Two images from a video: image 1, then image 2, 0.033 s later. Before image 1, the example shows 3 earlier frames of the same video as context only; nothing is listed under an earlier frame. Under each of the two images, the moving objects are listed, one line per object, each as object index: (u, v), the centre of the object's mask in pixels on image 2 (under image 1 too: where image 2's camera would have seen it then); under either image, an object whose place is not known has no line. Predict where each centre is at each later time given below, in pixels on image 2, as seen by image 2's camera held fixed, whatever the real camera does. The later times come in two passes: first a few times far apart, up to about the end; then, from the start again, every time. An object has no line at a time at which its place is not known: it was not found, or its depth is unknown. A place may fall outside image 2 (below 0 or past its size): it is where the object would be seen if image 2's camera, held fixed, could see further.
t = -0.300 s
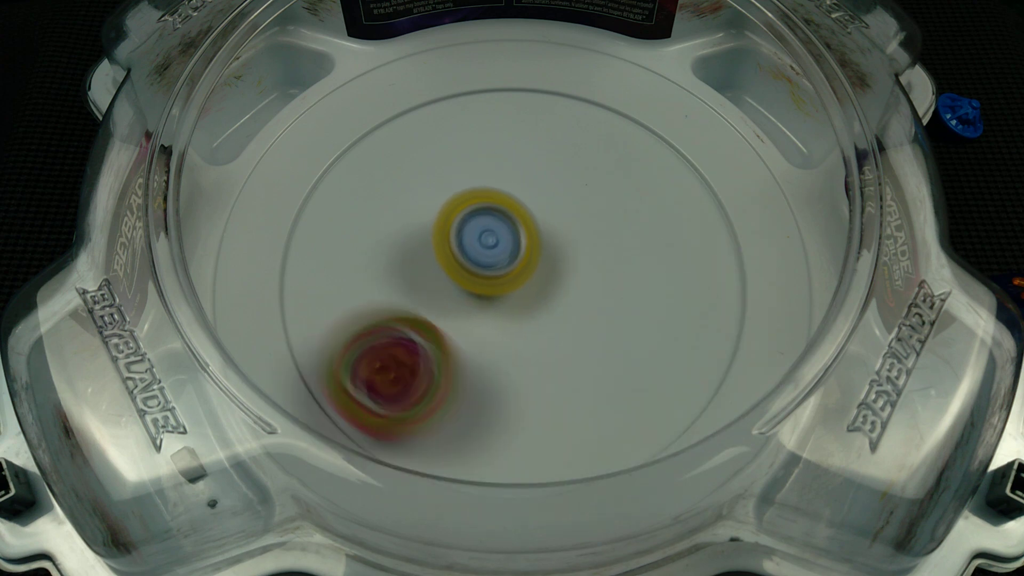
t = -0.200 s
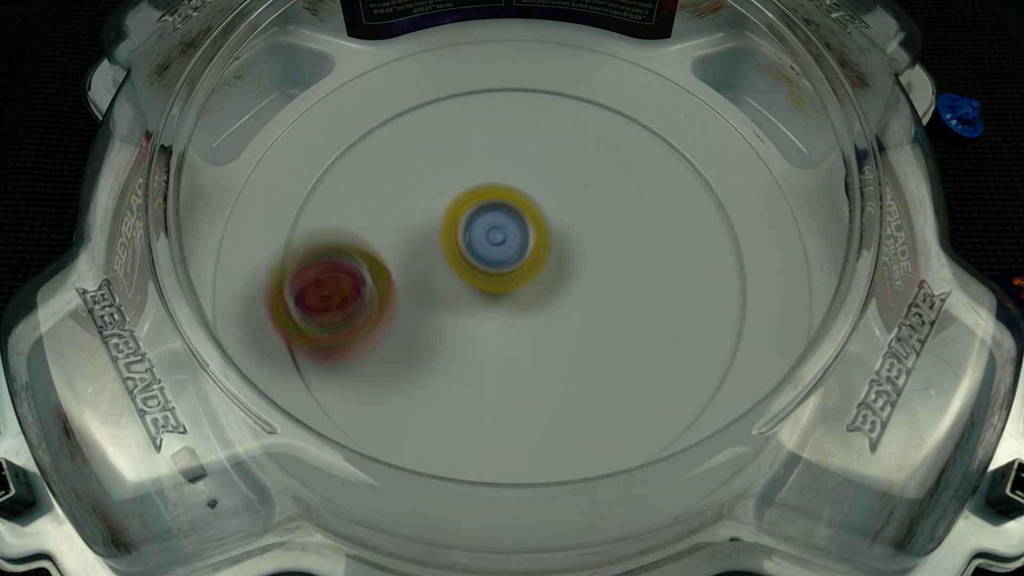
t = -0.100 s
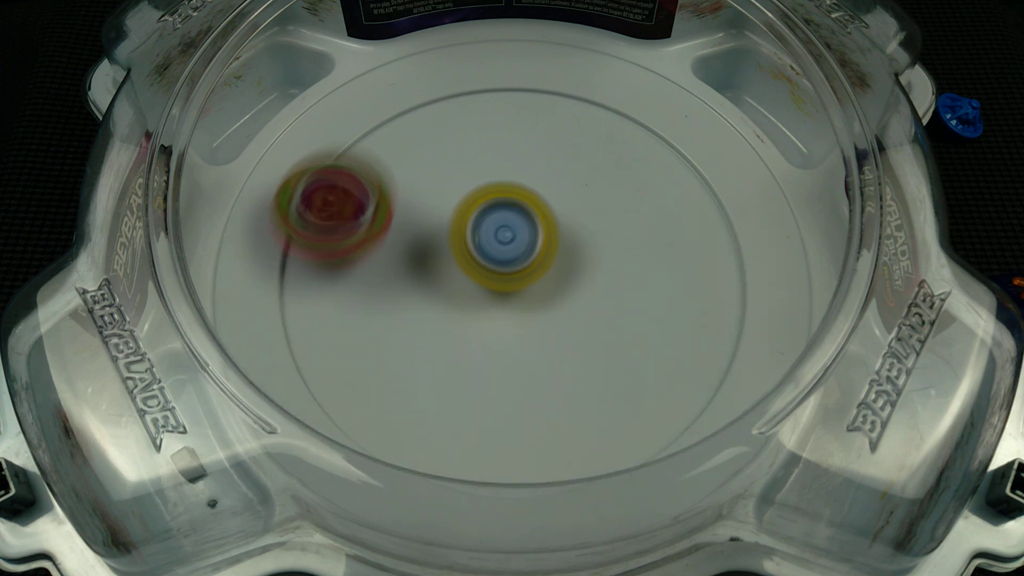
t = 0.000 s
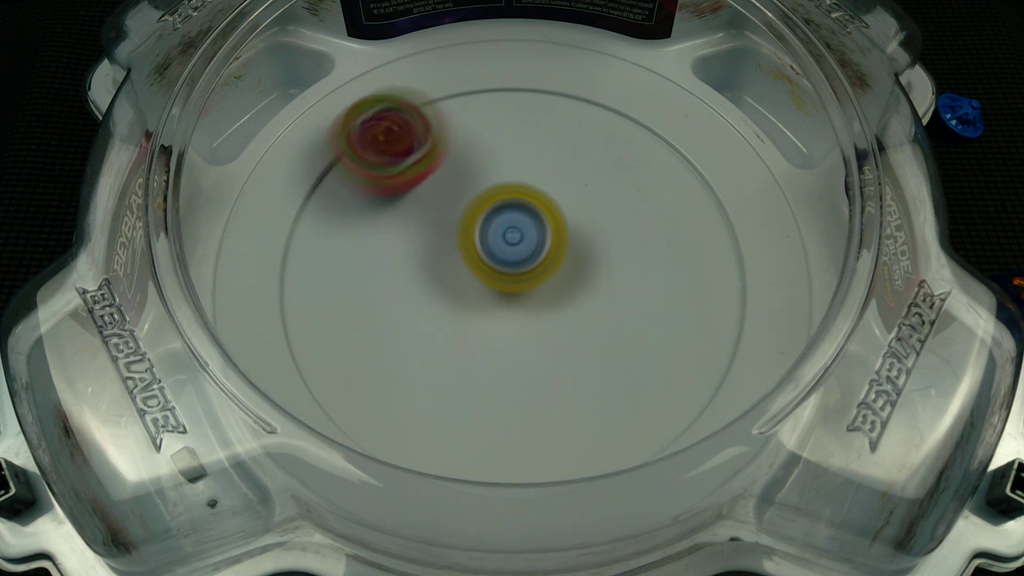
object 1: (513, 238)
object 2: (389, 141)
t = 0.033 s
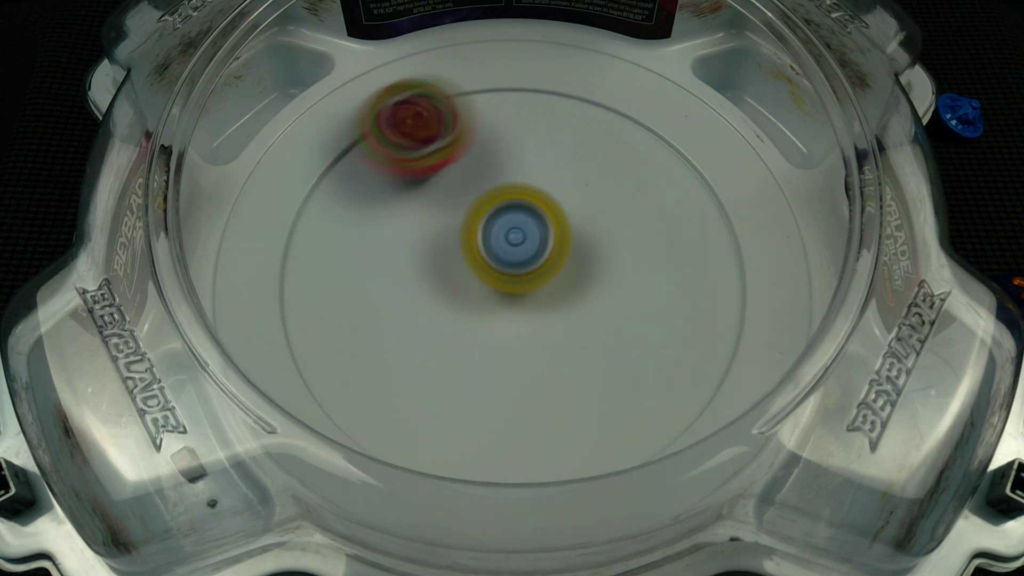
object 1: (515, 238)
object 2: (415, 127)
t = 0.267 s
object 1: (530, 250)
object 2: (610, 156)
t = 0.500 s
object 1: (533, 268)
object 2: (646, 329)
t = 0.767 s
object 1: (517, 286)
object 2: (413, 382)
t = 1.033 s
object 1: (492, 286)
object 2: (388, 175)
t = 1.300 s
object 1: (475, 271)
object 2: (598, 154)
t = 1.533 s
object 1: (479, 253)
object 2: (650, 308)
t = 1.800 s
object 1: (499, 238)
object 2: (427, 371)
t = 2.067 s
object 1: (522, 242)
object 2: (390, 181)
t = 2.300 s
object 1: (533, 257)
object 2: (561, 150)
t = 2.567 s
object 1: (483, 352)
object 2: (703, 254)
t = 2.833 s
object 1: (450, 401)
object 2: (580, 365)
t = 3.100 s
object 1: (330, 325)
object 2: (489, 211)
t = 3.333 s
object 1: (381, 216)
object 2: (562, 130)
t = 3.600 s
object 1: (471, 172)
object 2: (569, 263)
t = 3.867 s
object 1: (488, 207)
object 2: (386, 293)
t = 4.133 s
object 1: (495, 223)
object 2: (382, 184)
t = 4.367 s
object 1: (537, 265)
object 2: (458, 176)
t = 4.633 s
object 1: (537, 320)
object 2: (473, 227)
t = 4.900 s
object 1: (500, 334)
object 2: (444, 226)
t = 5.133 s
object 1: (494, 355)
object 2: (465, 153)
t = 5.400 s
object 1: (516, 333)
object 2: (544, 233)
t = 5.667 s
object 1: (515, 361)
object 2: (507, 227)
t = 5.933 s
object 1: (524, 333)
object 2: (468, 232)
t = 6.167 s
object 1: (535, 316)
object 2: (467, 214)
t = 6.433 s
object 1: (563, 307)
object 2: (481, 221)
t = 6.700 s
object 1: (576, 324)
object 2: (483, 220)
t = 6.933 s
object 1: (563, 320)
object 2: (482, 231)
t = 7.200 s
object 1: (547, 299)
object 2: (466, 212)
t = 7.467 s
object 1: (575, 275)
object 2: (456, 225)
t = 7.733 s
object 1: (578, 273)
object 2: (438, 255)
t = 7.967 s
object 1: (554, 277)
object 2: (422, 262)
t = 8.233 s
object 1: (567, 275)
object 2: (439, 257)
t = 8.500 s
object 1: (578, 269)
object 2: (445, 251)
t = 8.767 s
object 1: (560, 276)
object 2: (438, 232)
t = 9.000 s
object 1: (550, 273)
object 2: (445, 219)
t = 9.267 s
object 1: (557, 278)
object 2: (449, 218)
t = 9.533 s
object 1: (550, 269)
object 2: (449, 213)
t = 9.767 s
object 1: (601, 277)
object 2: (453, 224)
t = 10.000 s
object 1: (584, 276)
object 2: (477, 249)
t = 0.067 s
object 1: (518, 240)
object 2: (441, 118)
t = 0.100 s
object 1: (520, 241)
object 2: (470, 113)
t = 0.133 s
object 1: (523, 242)
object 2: (500, 112)
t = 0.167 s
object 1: (525, 244)
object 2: (531, 116)
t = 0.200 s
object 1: (527, 246)
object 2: (560, 126)
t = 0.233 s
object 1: (528, 248)
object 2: (586, 139)
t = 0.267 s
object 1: (530, 250)
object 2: (610, 156)
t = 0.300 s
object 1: (531, 252)
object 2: (631, 176)
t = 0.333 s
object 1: (532, 255)
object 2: (646, 198)
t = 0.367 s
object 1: (533, 257)
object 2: (655, 220)
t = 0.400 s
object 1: (534, 260)
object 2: (663, 247)
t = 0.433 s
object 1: (534, 262)
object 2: (663, 275)
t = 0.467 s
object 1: (534, 265)
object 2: (657, 303)
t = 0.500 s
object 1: (533, 268)
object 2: (646, 329)
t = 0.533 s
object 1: (532, 270)
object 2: (629, 353)
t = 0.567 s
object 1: (531, 273)
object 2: (606, 373)
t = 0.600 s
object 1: (529, 276)
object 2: (579, 389)
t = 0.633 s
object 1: (527, 278)
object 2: (550, 400)
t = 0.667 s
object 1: (525, 280)
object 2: (515, 406)
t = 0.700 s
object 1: (523, 282)
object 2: (477, 405)
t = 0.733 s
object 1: (520, 284)
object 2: (443, 397)
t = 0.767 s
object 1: (517, 286)
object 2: (413, 382)
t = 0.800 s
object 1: (514, 287)
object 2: (385, 360)
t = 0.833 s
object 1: (511, 288)
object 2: (364, 335)
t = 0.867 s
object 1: (508, 289)
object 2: (350, 306)
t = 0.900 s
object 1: (504, 289)
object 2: (345, 276)
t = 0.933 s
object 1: (501, 289)
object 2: (347, 253)
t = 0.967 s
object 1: (498, 288)
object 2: (355, 222)
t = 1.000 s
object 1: (495, 288)
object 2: (368, 197)
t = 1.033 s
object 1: (492, 286)
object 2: (388, 175)
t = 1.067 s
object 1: (489, 286)
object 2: (412, 157)
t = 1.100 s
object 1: (486, 284)
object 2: (438, 144)
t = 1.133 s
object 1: (483, 282)
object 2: (464, 135)
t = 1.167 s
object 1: (481, 281)
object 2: (492, 130)
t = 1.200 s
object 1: (479, 278)
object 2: (520, 130)
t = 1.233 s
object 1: (478, 276)
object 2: (546, 134)
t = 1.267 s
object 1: (476, 274)
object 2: (573, 142)
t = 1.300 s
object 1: (475, 271)
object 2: (598, 154)
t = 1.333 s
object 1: (475, 269)
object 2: (619, 168)
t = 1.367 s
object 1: (475, 266)
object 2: (638, 188)
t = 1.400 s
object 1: (475, 263)
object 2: (651, 209)
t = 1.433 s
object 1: (475, 260)
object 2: (658, 231)
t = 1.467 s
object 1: (476, 258)
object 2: (662, 256)
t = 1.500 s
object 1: (477, 255)
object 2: (659, 283)
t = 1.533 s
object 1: (479, 253)
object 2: (650, 308)
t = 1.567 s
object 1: (481, 250)
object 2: (634, 332)
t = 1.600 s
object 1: (482, 248)
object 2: (613, 352)
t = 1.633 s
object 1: (485, 246)
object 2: (589, 368)
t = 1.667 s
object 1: (487, 243)
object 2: (561, 381)
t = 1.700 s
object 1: (490, 242)
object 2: (526, 389)
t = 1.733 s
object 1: (493, 240)
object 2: (491, 389)
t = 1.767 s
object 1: (495, 239)
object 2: (459, 383)
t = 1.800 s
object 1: (499, 238)
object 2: (427, 371)
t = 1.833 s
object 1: (502, 238)
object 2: (400, 351)
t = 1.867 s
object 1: (505, 238)
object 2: (381, 332)
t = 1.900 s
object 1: (507, 238)
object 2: (364, 307)
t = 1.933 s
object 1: (511, 238)
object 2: (356, 278)
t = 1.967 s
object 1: (514, 239)
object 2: (356, 251)
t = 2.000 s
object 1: (516, 240)
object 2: (361, 225)
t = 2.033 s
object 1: (519, 241)
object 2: (372, 201)
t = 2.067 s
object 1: (522, 242)
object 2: (390, 181)
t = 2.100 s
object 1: (524, 244)
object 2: (407, 164)
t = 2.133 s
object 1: (527, 246)
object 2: (431, 150)
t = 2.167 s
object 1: (529, 248)
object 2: (459, 140)
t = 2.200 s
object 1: (530, 250)
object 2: (483, 136)
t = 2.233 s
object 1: (531, 252)
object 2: (511, 136)
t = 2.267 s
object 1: (532, 254)
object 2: (537, 142)
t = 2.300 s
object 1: (533, 257)
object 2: (561, 150)
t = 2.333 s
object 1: (533, 260)
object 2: (585, 163)
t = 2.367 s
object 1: (533, 263)
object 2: (605, 180)
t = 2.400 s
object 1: (531, 269)
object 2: (625, 197)
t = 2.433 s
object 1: (518, 281)
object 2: (651, 203)
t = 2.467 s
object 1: (505, 298)
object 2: (670, 212)
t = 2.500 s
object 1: (496, 315)
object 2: (686, 224)
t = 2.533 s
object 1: (490, 334)
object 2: (696, 239)
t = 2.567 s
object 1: (483, 352)
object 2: (703, 254)
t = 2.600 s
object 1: (478, 369)
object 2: (707, 273)
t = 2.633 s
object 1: (474, 384)
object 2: (704, 294)
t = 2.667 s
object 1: (472, 394)
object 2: (694, 315)
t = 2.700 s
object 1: (470, 401)
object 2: (680, 334)
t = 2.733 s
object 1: (470, 404)
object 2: (658, 351)
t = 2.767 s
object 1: (470, 404)
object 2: (626, 364)
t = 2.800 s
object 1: (469, 403)
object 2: (594, 369)
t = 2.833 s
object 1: (450, 401)
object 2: (580, 365)
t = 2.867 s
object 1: (426, 397)
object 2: (567, 356)
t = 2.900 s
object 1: (399, 392)
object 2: (546, 341)
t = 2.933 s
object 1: (372, 387)
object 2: (529, 323)
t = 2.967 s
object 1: (352, 382)
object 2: (512, 301)
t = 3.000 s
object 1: (334, 372)
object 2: (501, 278)
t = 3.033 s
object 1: (330, 357)
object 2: (492, 255)
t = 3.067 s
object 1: (329, 341)
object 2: (489, 232)
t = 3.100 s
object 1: (330, 325)
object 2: (489, 211)
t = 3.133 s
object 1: (333, 308)
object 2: (493, 191)
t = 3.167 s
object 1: (335, 291)
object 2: (499, 175)
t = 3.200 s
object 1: (341, 275)
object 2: (508, 160)
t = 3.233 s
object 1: (349, 259)
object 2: (520, 147)
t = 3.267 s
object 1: (359, 243)
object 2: (533, 138)
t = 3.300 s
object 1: (370, 230)
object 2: (546, 132)
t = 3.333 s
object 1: (381, 216)
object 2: (562, 130)
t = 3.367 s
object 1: (393, 206)
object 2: (579, 134)
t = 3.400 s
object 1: (406, 195)
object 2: (591, 143)
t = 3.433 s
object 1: (420, 185)
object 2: (602, 159)
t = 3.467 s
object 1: (431, 177)
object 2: (607, 179)
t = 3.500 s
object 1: (443, 172)
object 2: (605, 201)
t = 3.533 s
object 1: (453, 170)
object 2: (598, 222)
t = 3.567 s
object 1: (463, 169)
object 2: (586, 244)
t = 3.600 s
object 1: (471, 172)
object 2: (569, 263)
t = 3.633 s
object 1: (479, 176)
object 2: (548, 280)
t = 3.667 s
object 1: (484, 181)
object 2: (527, 292)
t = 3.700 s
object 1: (487, 187)
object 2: (501, 302)
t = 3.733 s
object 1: (489, 192)
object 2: (477, 307)
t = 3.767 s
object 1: (489, 196)
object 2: (453, 308)
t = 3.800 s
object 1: (489, 200)
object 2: (429, 307)
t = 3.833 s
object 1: (489, 204)
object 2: (406, 302)
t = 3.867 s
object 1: (488, 207)
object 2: (386, 293)
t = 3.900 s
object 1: (488, 210)
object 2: (369, 285)
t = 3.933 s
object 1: (488, 212)
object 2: (354, 271)
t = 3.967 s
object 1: (486, 214)
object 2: (344, 254)
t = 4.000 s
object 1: (486, 216)
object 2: (341, 239)
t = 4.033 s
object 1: (485, 217)
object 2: (343, 221)
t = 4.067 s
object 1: (484, 218)
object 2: (354, 206)
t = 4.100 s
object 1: (485, 220)
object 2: (371, 195)
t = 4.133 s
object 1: (495, 223)
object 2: (382, 184)
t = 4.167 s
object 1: (505, 227)
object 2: (390, 175)
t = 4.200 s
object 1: (514, 232)
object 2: (403, 169)
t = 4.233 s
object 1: (518, 237)
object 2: (418, 169)
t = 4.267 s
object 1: (520, 242)
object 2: (435, 171)
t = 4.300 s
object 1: (529, 250)
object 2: (445, 171)
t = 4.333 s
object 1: (534, 258)
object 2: (451, 172)
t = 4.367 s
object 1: (537, 265)
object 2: (458, 176)
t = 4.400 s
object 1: (540, 270)
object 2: (464, 182)
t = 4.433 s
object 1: (540, 275)
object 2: (471, 191)
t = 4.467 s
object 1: (542, 283)
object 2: (474, 197)
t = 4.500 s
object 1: (544, 291)
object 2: (475, 203)
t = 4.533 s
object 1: (542, 299)
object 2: (478, 211)
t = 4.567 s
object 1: (541, 306)
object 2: (477, 217)
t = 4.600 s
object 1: (540, 314)
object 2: (475, 221)
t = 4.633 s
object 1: (537, 320)
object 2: (473, 227)
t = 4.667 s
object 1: (533, 323)
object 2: (470, 232)
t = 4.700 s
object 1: (530, 327)
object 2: (465, 235)
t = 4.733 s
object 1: (527, 335)
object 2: (460, 234)
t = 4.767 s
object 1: (522, 339)
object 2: (454, 233)
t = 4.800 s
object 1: (517, 339)
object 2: (450, 231)
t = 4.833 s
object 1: (511, 339)
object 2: (447, 228)
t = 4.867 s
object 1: (506, 337)
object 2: (445, 226)
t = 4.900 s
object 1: (500, 334)
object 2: (444, 226)
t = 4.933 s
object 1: (494, 331)
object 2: (444, 225)
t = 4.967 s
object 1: (488, 327)
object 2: (446, 224)
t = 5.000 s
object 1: (486, 335)
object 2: (441, 207)
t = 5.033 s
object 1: (489, 348)
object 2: (441, 190)
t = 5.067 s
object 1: (491, 354)
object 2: (444, 175)
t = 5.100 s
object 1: (492, 355)
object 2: (452, 163)
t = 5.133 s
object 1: (494, 355)
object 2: (465, 153)
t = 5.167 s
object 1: (495, 354)
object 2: (479, 148)
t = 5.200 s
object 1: (499, 352)
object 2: (496, 149)
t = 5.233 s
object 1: (500, 350)
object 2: (511, 156)
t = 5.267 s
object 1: (503, 349)
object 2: (526, 167)
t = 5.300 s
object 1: (505, 345)
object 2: (536, 182)
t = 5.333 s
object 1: (509, 342)
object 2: (542, 198)
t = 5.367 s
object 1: (513, 336)
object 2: (545, 218)
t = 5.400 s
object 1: (516, 333)
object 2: (544, 233)
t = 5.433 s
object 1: (513, 340)
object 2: (542, 233)
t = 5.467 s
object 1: (509, 357)
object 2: (538, 230)
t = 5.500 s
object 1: (509, 363)
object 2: (534, 229)
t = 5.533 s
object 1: (509, 368)
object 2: (529, 229)
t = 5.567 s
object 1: (511, 368)
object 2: (523, 229)
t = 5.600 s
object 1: (511, 367)
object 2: (516, 228)
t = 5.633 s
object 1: (514, 364)
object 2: (511, 227)
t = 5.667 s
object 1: (515, 361)
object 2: (507, 227)
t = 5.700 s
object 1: (517, 356)
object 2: (501, 227)
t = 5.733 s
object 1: (518, 352)
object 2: (495, 228)
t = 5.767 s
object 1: (520, 348)
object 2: (491, 228)
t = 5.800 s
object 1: (521, 343)
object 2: (487, 231)
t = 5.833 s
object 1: (522, 340)
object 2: (482, 233)
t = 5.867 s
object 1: (524, 337)
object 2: (477, 234)
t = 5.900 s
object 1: (523, 333)
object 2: (474, 234)
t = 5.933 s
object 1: (524, 333)
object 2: (468, 232)
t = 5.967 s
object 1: (525, 333)
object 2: (462, 226)
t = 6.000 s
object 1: (526, 333)
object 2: (457, 221)
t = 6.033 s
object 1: (527, 329)
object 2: (458, 218)
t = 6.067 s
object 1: (528, 328)
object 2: (458, 216)
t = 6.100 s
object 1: (530, 324)
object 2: (459, 214)
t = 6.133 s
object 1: (532, 320)
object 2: (463, 213)
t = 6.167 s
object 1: (535, 316)
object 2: (467, 214)
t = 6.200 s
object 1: (537, 312)
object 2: (468, 216)
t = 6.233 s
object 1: (540, 308)
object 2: (470, 218)
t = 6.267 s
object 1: (542, 304)
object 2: (475, 220)
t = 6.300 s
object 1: (546, 306)
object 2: (476, 221)
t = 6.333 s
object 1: (551, 307)
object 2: (476, 220)
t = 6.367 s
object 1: (558, 307)
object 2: (477, 220)
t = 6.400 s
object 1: (562, 307)
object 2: (481, 220)
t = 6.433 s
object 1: (563, 307)
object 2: (481, 221)
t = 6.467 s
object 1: (563, 306)
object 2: (484, 222)
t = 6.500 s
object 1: (566, 307)
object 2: (485, 224)
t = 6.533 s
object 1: (569, 313)
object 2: (482, 222)
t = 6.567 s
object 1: (575, 317)
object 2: (480, 220)
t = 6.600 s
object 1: (578, 321)
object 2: (481, 218)
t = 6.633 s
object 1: (578, 323)
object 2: (481, 218)
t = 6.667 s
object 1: (577, 324)
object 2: (481, 219)
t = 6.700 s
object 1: (576, 324)
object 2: (483, 220)
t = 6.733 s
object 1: (576, 322)
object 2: (484, 223)
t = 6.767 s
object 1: (575, 321)
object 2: (486, 226)
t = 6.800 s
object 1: (574, 319)
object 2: (489, 229)
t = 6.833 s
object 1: (571, 318)
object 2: (492, 235)
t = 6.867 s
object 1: (568, 319)
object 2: (489, 237)
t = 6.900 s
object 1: (566, 319)
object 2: (486, 234)
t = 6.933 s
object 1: (563, 320)
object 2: (482, 231)
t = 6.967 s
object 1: (560, 319)
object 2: (478, 229)
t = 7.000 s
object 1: (556, 316)
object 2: (478, 227)
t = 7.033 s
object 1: (551, 313)
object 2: (477, 226)
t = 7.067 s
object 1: (549, 311)
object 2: (470, 221)
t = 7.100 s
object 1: (548, 310)
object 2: (467, 217)
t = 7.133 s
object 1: (548, 308)
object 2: (467, 216)
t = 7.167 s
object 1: (547, 304)
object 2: (465, 214)
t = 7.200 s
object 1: (547, 299)
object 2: (466, 212)
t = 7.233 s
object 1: (546, 294)
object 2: (466, 213)
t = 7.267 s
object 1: (546, 288)
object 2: (466, 214)
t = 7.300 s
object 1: (548, 284)
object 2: (468, 214)
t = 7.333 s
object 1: (552, 282)
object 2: (465, 214)
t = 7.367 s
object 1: (562, 282)
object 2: (460, 216)
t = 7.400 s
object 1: (567, 278)
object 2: (458, 217)
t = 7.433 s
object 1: (573, 278)
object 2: (457, 221)
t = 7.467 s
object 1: (575, 275)
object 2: (456, 225)
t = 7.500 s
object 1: (577, 275)
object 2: (458, 229)
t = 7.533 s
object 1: (574, 274)
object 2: (459, 236)
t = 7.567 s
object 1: (575, 272)
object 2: (460, 239)
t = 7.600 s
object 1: (572, 271)
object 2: (461, 246)
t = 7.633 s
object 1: (579, 271)
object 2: (453, 248)
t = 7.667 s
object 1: (582, 272)
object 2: (449, 250)
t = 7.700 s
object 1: (581, 273)
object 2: (443, 253)
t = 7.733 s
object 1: (578, 273)
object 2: (438, 255)
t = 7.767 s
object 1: (575, 273)
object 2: (436, 258)
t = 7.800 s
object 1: (572, 274)
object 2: (433, 260)
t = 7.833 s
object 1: (566, 275)
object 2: (434, 262)
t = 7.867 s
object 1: (559, 276)
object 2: (434, 264)
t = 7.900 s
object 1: (553, 275)
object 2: (434, 263)
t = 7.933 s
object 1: (554, 276)
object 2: (427, 264)
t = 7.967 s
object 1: (554, 277)
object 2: (422, 262)
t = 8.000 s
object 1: (552, 276)
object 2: (422, 262)
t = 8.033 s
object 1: (552, 275)
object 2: (422, 262)
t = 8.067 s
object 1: (556, 274)
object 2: (424, 261)
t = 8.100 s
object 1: (556, 274)
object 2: (429, 262)
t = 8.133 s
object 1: (556, 275)
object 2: (434, 261)
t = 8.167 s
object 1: (556, 275)
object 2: (440, 261)
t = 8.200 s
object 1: (563, 277)
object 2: (437, 260)
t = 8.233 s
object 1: (567, 275)
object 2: (439, 257)
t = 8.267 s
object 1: (571, 272)
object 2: (439, 257)
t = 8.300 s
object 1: (573, 270)
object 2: (441, 255)
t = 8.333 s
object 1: (574, 272)
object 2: (446, 256)
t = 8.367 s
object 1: (572, 271)
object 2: (450, 254)
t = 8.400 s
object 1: (576, 268)
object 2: (453, 254)
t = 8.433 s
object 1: (581, 268)
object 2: (448, 254)
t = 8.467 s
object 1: (582, 269)
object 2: (444, 252)
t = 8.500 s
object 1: (578, 269)
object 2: (445, 251)
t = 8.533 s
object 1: (575, 270)
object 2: (444, 248)
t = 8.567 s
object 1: (572, 271)
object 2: (447, 247)
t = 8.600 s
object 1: (569, 272)
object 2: (447, 247)
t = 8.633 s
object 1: (565, 274)
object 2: (451, 247)
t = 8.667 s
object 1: (562, 278)
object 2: (450, 246)
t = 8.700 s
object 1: (564, 277)
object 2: (445, 242)
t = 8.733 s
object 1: (562, 277)
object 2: (440, 237)
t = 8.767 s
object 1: (560, 276)
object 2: (438, 232)
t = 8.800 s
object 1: (558, 274)
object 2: (441, 231)
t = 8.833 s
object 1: (553, 271)
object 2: (444, 229)
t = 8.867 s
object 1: (553, 272)
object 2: (445, 227)
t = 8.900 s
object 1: (551, 271)
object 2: (441, 224)
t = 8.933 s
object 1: (549, 271)
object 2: (444, 222)
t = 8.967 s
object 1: (548, 271)
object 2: (444, 221)
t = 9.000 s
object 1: (550, 273)
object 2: (445, 219)
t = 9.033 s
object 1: (552, 281)
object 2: (442, 218)
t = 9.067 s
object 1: (550, 282)
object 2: (445, 214)
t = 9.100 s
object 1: (552, 280)
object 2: (445, 214)
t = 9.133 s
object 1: (551, 280)
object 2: (450, 213)
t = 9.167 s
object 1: (550, 279)
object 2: (451, 214)
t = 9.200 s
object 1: (551, 277)
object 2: (456, 217)
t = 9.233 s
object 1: (552, 277)
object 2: (454, 219)
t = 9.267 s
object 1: (557, 278)
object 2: (449, 218)
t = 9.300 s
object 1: (559, 281)
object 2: (442, 214)
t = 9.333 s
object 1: (557, 283)
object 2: (438, 210)
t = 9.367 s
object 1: (553, 281)
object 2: (436, 207)
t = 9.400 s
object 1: (553, 279)
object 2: (436, 207)
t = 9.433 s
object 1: (555, 277)
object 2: (440, 206)
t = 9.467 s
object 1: (553, 274)
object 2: (440, 208)
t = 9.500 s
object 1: (550, 272)
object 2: (446, 210)
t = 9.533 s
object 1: (550, 269)
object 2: (449, 213)
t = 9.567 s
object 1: (550, 267)
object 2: (454, 218)
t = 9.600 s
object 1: (556, 266)
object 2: (460, 221)
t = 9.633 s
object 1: (565, 270)
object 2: (455, 220)
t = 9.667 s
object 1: (580, 273)
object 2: (450, 220)
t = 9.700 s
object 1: (591, 276)
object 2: (452, 221)
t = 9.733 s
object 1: (597, 275)
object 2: (450, 221)
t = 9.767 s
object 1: (601, 277)
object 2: (453, 224)
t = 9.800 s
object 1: (601, 277)
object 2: (456, 224)
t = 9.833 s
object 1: (599, 276)
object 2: (459, 228)
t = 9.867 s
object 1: (597, 276)
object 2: (467, 232)
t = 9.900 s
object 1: (593, 275)
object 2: (471, 235)
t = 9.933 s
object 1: (590, 272)
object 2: (476, 240)
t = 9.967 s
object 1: (587, 273)
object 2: (482, 246)
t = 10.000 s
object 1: (584, 276)
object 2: (477, 249)
